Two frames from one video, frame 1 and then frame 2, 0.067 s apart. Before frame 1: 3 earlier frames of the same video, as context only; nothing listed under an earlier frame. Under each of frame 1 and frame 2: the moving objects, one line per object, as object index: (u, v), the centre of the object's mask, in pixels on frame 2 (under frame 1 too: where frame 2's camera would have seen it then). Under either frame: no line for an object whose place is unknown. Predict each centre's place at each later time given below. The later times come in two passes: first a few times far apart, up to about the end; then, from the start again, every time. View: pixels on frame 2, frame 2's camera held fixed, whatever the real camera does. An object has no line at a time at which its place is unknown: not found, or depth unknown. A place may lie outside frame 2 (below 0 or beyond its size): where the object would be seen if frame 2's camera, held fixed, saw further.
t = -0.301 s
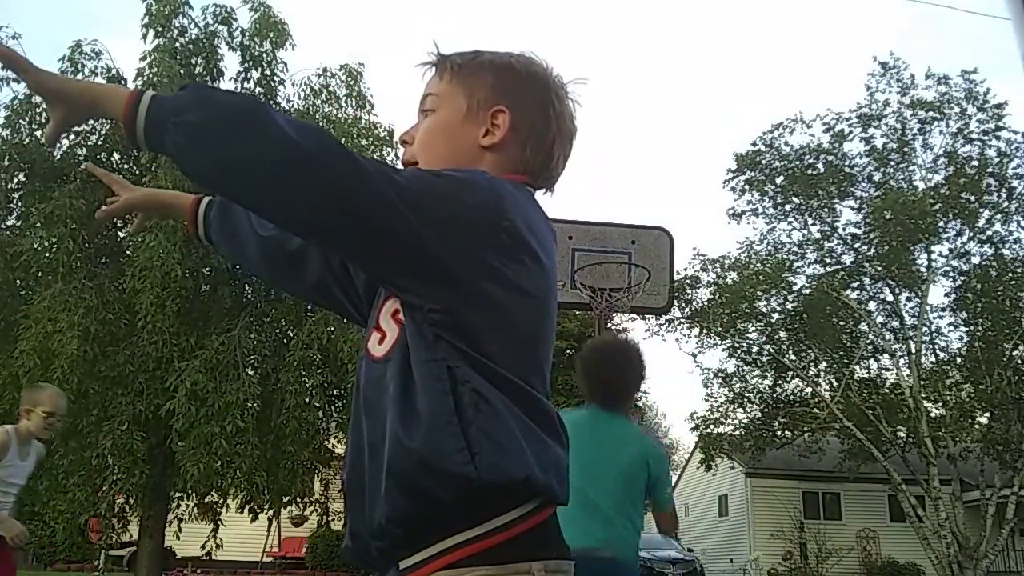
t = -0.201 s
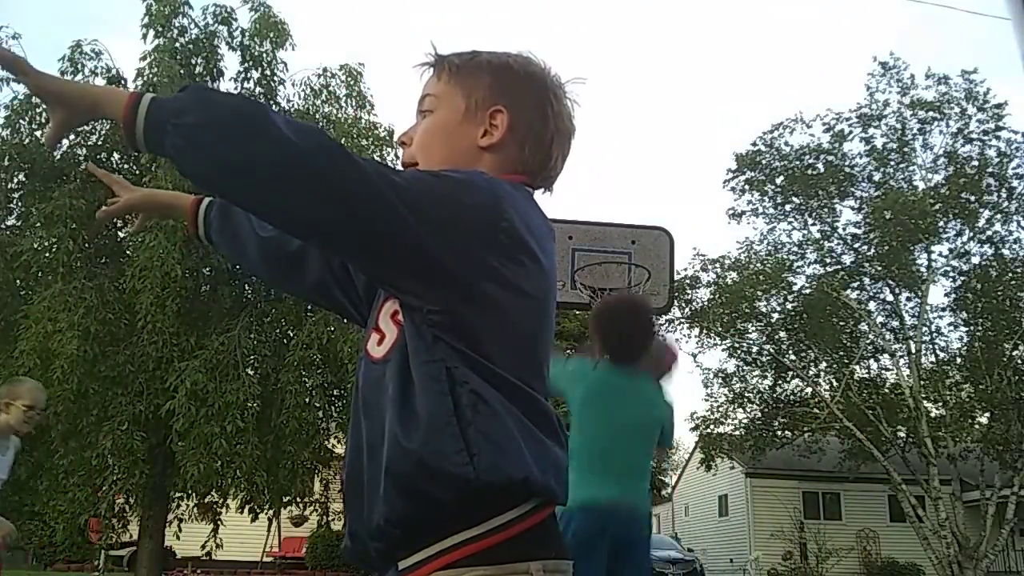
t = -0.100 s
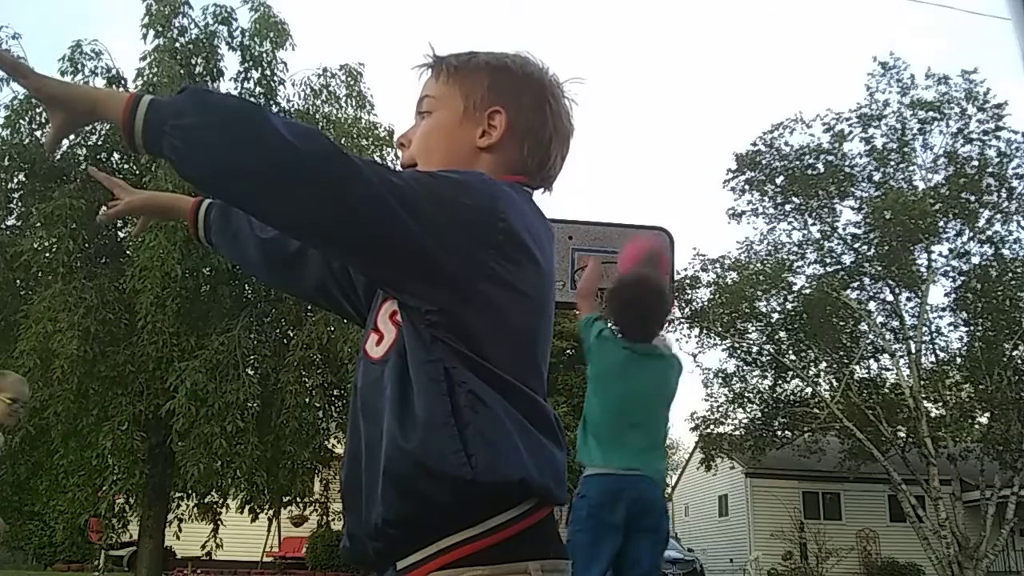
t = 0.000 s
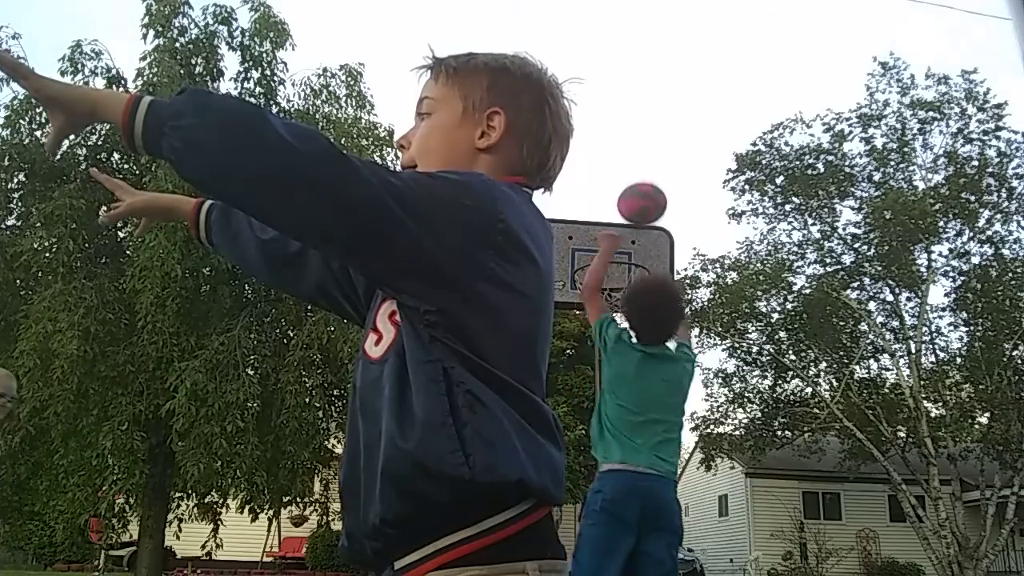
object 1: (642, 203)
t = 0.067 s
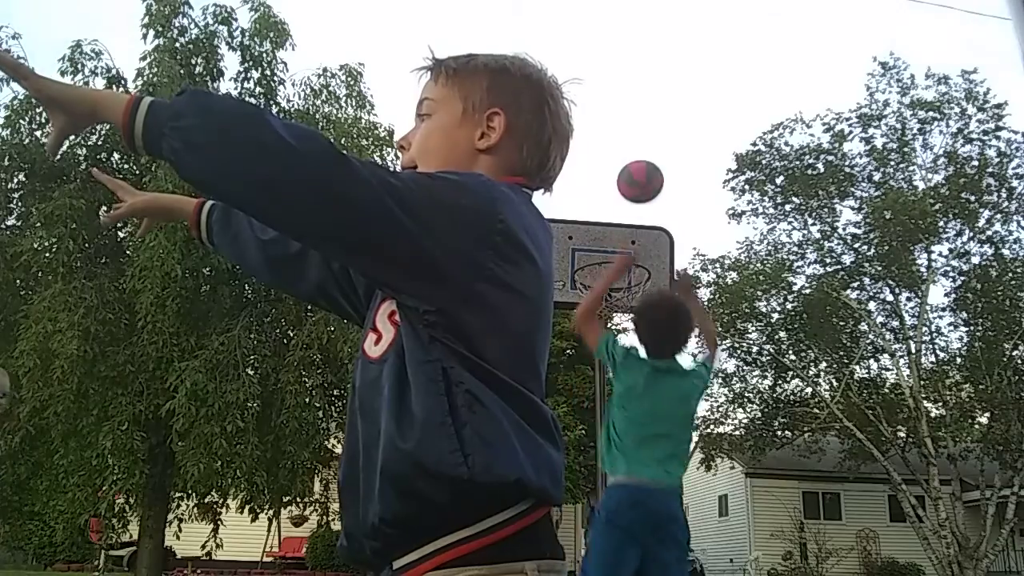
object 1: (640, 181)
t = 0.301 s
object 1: (637, 173)
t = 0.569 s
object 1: (639, 244)
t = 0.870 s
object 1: (684, 236)
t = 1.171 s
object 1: (738, 302)
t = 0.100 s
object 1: (639, 174)
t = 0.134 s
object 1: (639, 169)
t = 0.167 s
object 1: (638, 166)
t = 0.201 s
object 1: (638, 165)
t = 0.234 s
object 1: (638, 166)
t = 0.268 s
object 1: (638, 169)
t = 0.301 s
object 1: (637, 173)
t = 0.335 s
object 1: (637, 178)
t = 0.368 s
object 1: (637, 185)
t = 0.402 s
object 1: (637, 193)
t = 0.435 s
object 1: (637, 203)
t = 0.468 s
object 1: (637, 213)
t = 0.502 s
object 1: (637, 226)
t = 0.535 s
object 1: (638, 240)
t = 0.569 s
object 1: (639, 244)
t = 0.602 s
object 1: (644, 248)
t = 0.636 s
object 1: (649, 255)
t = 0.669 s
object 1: (653, 261)
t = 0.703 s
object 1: (656, 255)
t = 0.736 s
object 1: (660, 249)
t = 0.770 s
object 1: (668, 243)
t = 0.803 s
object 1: (673, 239)
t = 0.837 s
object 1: (679, 237)
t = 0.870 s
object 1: (684, 236)
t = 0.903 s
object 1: (689, 237)
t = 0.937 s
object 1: (695, 239)
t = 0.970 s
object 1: (701, 243)
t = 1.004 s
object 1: (707, 248)
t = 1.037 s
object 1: (713, 256)
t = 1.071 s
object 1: (719, 264)
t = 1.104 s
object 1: (726, 275)
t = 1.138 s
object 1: (732, 289)
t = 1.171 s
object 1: (738, 302)
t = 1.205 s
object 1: (746, 321)
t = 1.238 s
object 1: (753, 342)
